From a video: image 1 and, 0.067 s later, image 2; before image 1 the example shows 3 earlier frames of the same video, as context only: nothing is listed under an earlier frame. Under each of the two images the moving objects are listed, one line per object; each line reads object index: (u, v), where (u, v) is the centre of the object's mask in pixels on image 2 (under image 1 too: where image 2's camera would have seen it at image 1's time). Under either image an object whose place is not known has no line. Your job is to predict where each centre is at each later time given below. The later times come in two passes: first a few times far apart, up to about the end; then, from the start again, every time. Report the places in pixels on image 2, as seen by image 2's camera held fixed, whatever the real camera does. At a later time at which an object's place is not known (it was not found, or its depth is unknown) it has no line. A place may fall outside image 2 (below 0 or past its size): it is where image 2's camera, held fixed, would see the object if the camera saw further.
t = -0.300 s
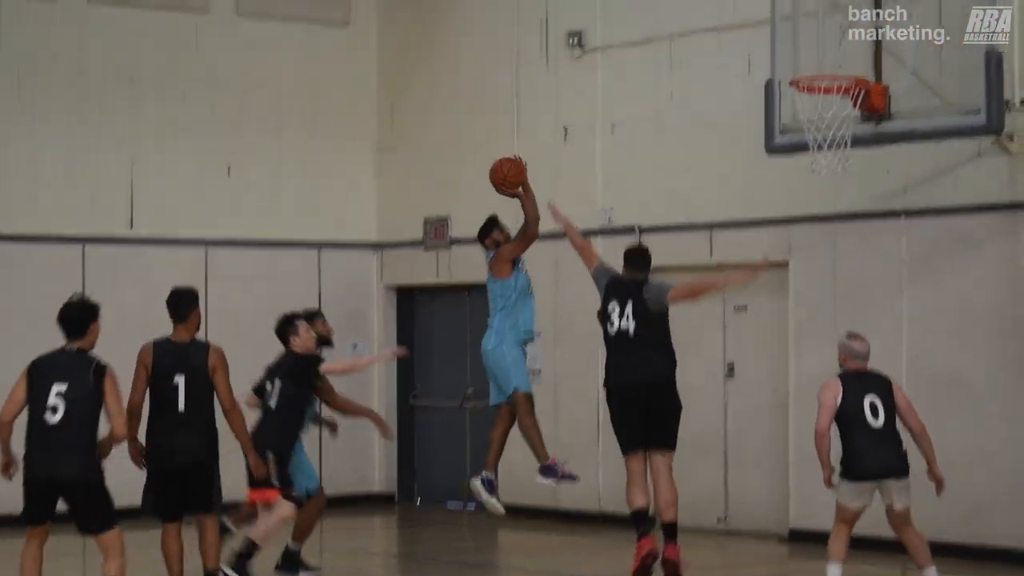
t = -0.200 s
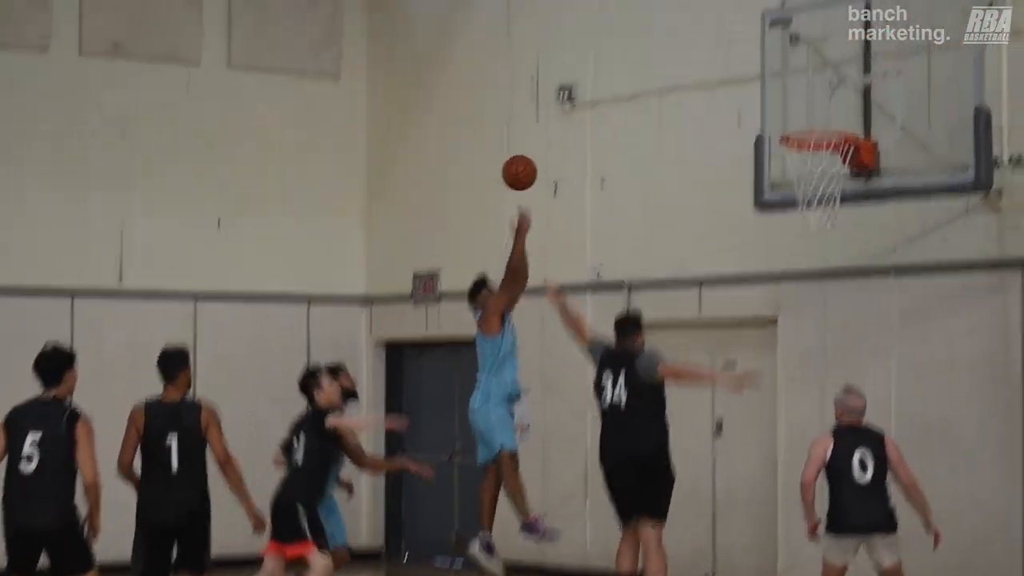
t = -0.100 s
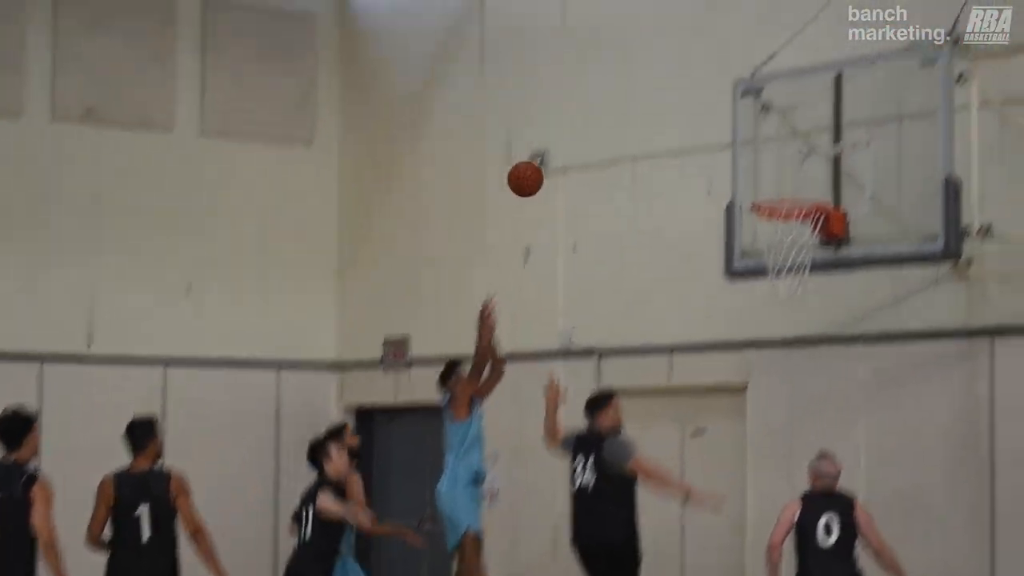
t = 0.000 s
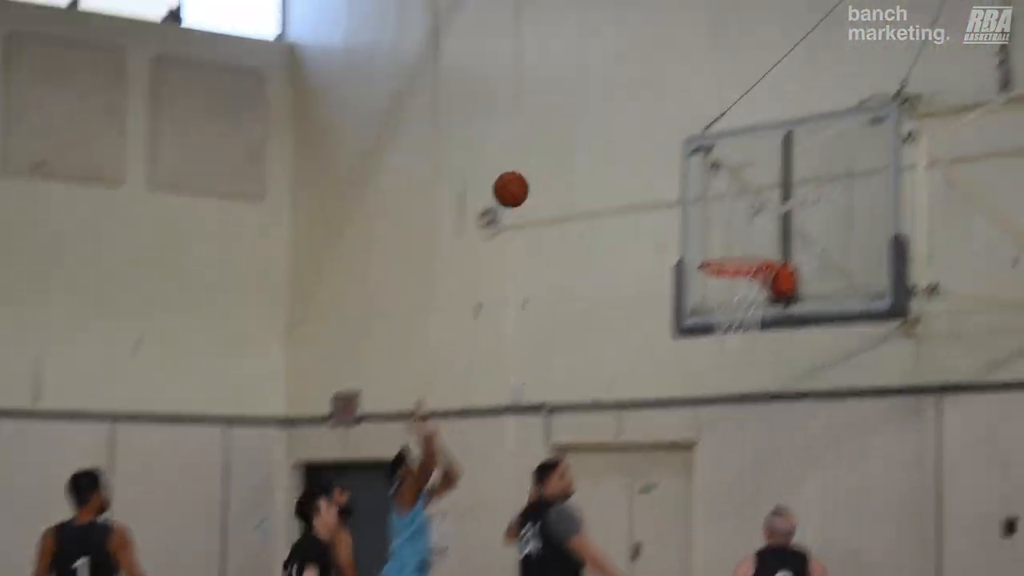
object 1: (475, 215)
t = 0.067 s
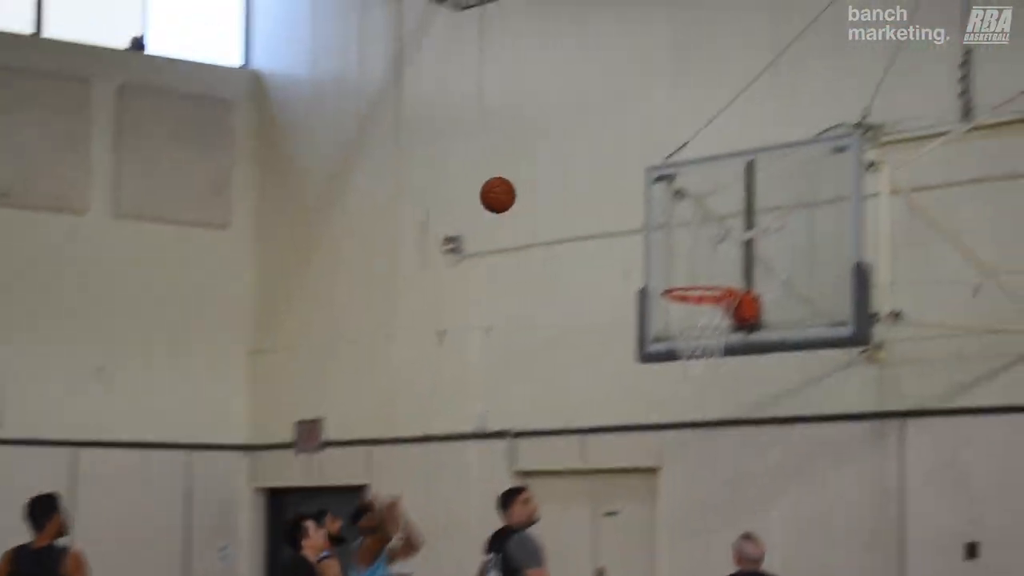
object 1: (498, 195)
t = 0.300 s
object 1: (576, 170)
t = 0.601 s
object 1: (686, 257)
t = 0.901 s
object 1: (722, 422)
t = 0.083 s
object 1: (503, 191)
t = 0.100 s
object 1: (508, 187)
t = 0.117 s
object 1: (514, 183)
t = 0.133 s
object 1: (519, 180)
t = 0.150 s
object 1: (525, 177)
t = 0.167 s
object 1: (531, 175)
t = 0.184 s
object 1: (537, 173)
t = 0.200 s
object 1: (542, 171)
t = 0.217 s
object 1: (548, 170)
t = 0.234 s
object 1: (553, 169)
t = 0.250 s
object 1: (559, 169)
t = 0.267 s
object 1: (565, 169)
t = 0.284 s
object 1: (570, 169)
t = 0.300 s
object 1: (576, 170)
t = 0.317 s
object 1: (582, 171)
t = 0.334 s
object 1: (588, 173)
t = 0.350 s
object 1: (593, 176)
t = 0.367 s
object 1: (599, 178)
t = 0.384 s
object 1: (605, 181)
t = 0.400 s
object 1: (611, 184)
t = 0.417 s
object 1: (617, 188)
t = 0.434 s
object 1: (623, 192)
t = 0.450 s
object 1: (630, 196)
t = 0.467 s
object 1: (636, 201)
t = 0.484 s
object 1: (641, 207)
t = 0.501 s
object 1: (648, 213)
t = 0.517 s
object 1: (654, 219)
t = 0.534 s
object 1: (660, 225)
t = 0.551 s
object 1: (666, 233)
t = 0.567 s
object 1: (673, 240)
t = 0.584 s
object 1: (679, 249)
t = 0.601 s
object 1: (686, 257)
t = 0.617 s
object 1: (693, 266)
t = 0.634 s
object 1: (699, 272)
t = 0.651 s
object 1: (705, 278)
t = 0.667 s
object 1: (711, 296)
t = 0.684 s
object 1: (716, 309)
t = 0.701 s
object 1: (719, 315)
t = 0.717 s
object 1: (722, 323)
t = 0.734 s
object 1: (721, 334)
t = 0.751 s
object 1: (723, 341)
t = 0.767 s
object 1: (723, 349)
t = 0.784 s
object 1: (724, 358)
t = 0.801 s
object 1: (724, 365)
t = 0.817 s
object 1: (723, 373)
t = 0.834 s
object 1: (723, 382)
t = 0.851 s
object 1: (722, 391)
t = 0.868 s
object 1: (722, 400)
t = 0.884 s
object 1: (722, 411)
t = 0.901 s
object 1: (722, 422)
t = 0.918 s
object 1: (722, 434)
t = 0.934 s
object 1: (722, 447)
